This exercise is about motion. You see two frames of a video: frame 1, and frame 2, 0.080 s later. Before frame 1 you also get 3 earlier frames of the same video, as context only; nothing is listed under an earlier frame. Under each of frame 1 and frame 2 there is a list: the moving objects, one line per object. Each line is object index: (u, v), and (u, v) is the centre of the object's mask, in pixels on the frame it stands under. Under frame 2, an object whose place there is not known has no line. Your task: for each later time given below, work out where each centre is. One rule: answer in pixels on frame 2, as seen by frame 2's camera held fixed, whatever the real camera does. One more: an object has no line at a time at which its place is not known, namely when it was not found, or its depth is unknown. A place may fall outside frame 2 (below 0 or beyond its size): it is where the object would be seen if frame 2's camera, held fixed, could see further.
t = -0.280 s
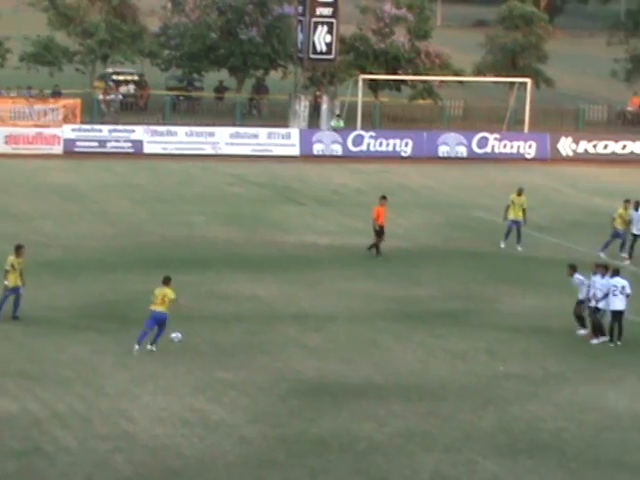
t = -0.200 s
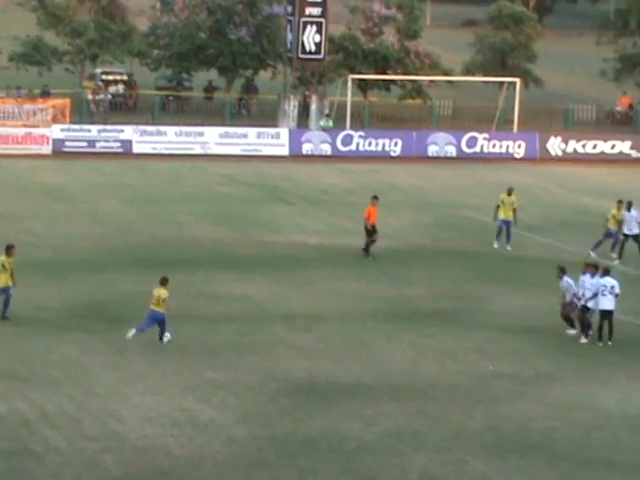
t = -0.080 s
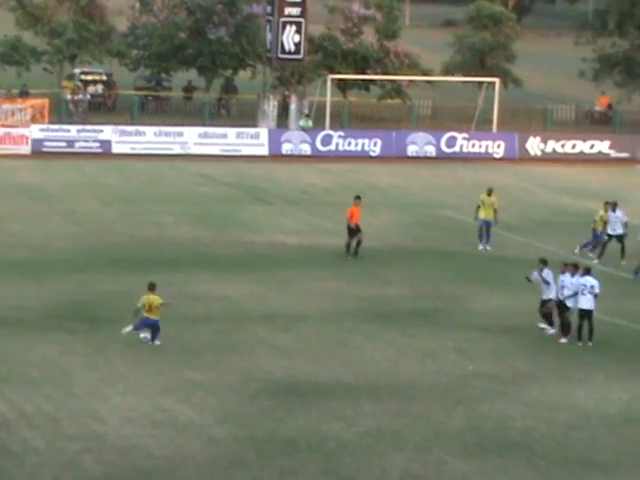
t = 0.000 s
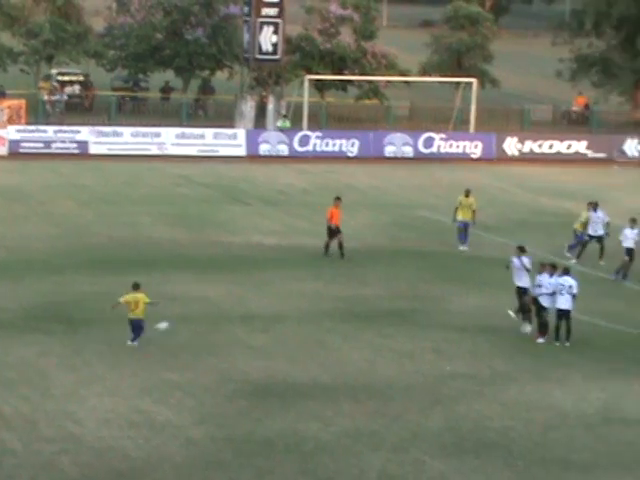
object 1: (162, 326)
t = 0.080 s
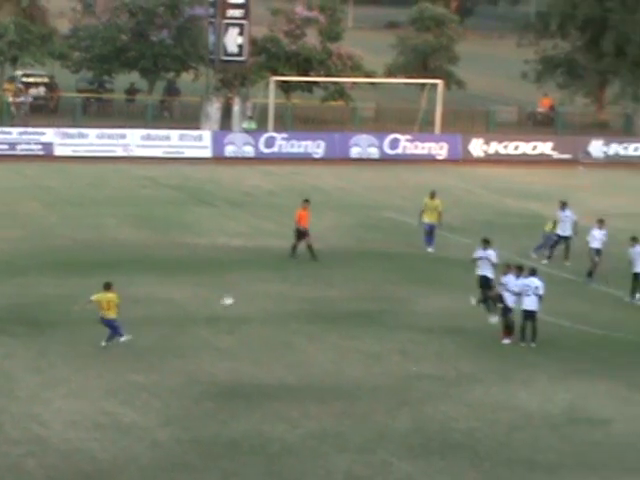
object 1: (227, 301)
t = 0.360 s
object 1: (535, 232)
